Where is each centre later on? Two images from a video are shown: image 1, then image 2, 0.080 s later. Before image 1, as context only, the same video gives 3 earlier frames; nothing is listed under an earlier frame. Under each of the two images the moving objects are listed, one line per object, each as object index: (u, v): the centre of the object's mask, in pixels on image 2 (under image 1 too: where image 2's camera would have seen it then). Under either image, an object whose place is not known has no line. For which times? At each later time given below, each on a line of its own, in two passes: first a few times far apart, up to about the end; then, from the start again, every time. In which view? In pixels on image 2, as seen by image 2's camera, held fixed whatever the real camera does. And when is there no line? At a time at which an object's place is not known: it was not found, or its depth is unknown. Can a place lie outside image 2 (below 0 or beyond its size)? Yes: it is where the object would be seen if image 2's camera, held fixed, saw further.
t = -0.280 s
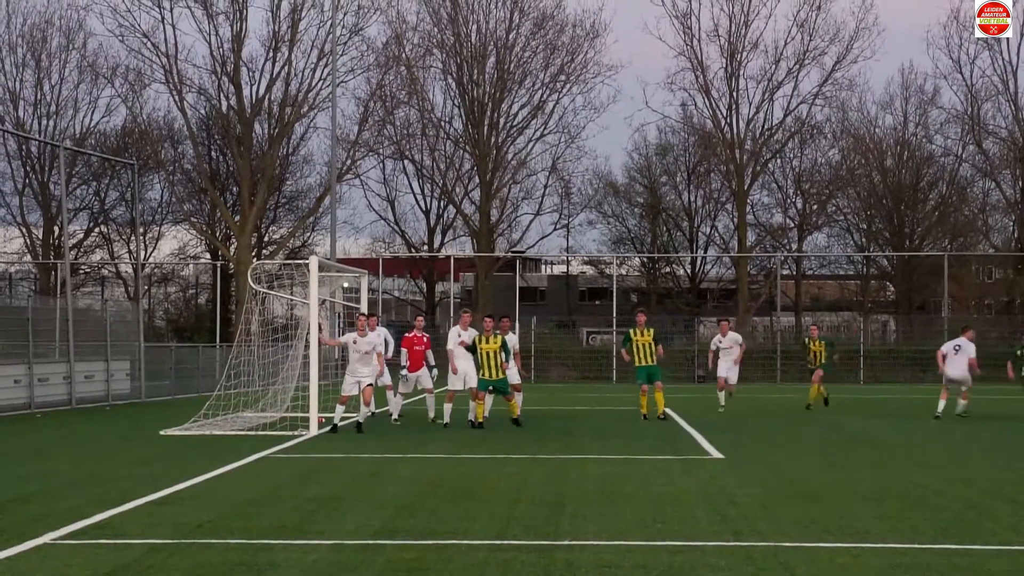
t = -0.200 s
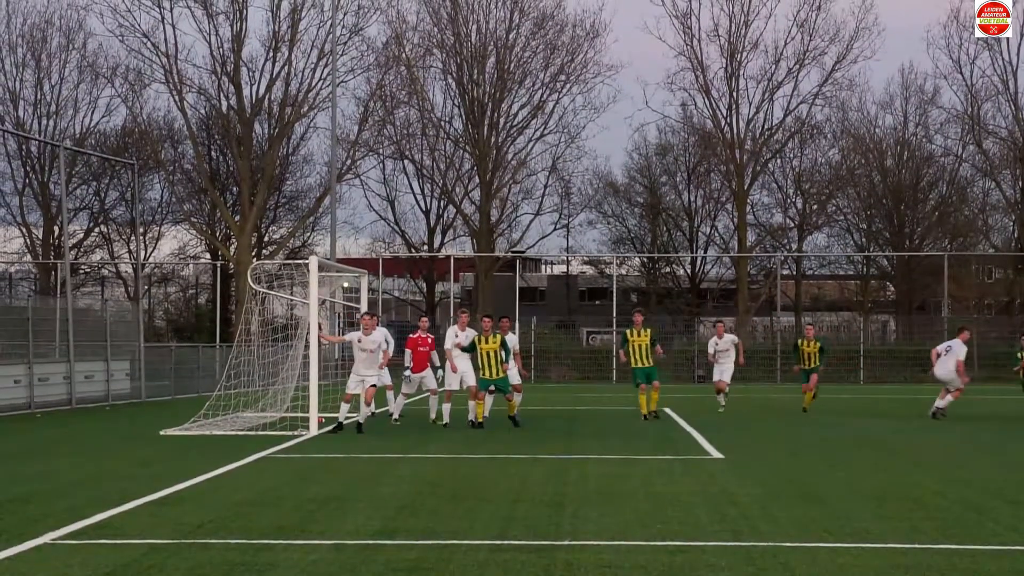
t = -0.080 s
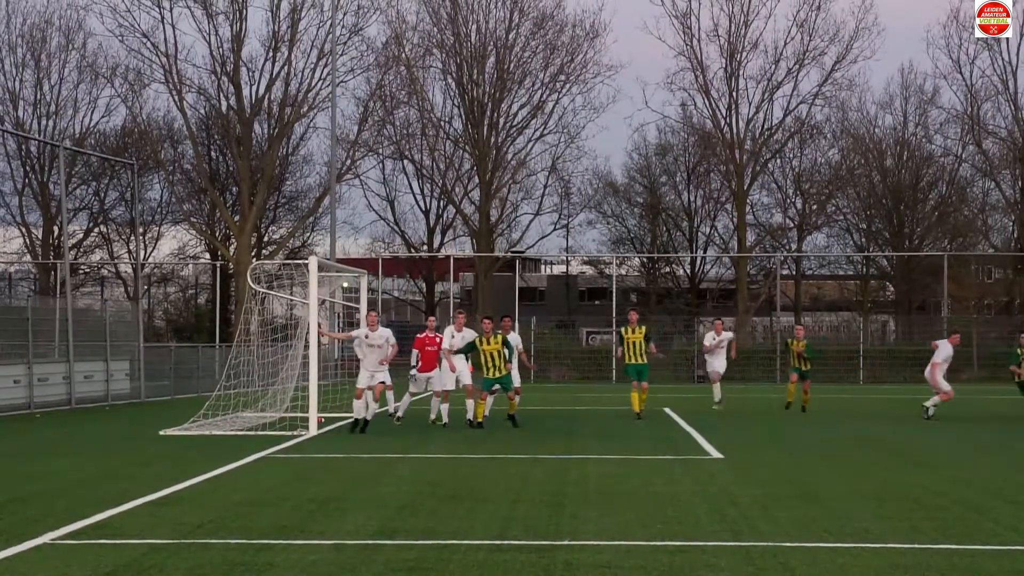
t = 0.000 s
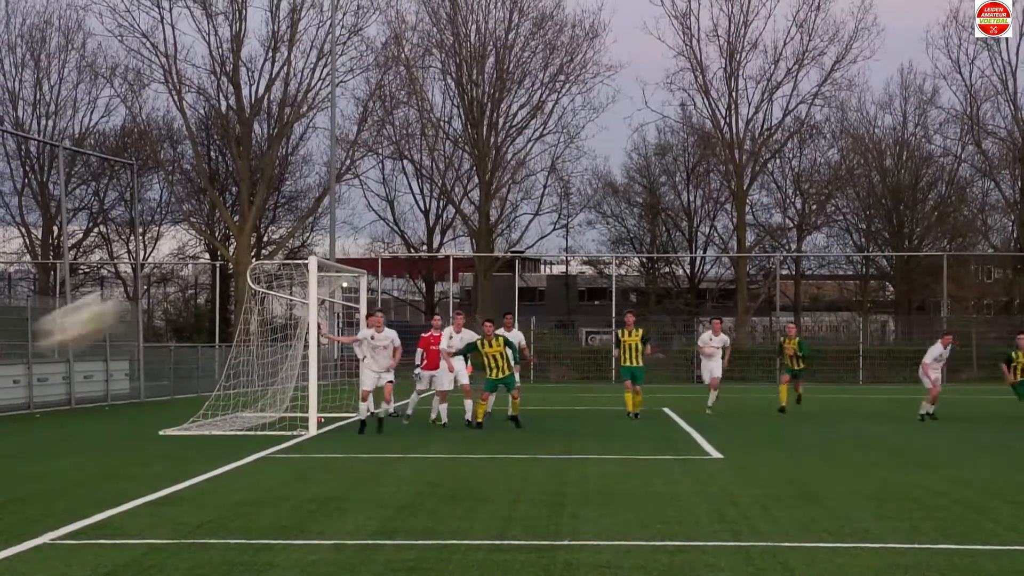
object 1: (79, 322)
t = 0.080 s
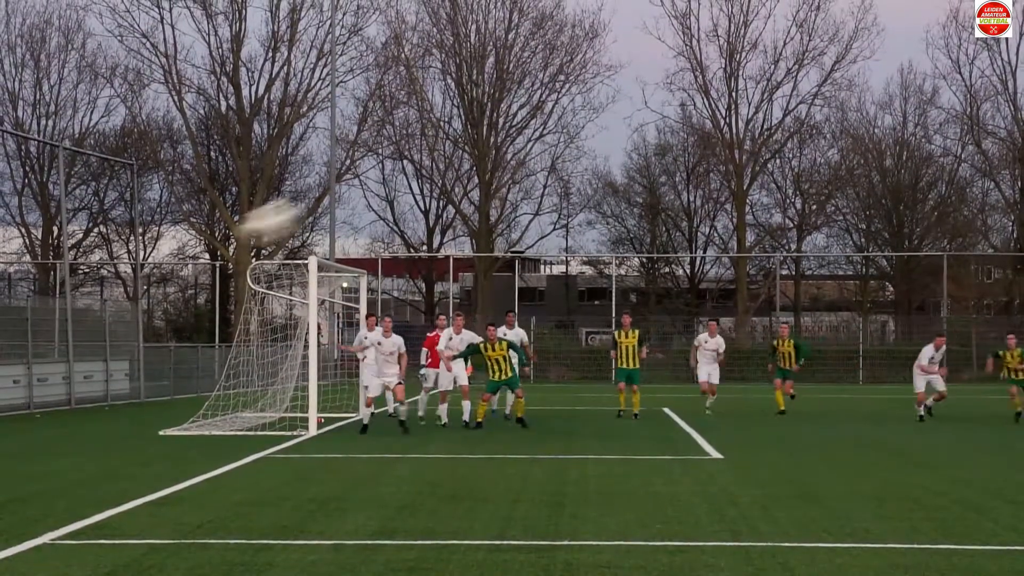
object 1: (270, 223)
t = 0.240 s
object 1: (491, 108)
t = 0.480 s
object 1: (638, 49)
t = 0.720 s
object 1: (686, 51)
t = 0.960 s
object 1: (690, 91)
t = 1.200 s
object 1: (671, 152)
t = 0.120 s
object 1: (341, 186)
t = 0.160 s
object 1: (403, 154)
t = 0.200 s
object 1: (450, 126)
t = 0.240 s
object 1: (491, 108)
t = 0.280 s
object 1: (528, 91)
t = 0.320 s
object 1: (557, 79)
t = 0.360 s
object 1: (583, 67)
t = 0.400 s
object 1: (604, 60)
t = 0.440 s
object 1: (622, 54)
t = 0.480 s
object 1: (638, 49)
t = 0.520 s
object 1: (651, 45)
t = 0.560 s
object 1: (660, 45)
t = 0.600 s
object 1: (670, 45)
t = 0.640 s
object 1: (677, 46)
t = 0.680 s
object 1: (682, 48)
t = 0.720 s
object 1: (686, 51)
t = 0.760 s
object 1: (689, 55)
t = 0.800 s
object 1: (690, 59)
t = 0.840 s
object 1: (692, 67)
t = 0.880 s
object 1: (692, 74)
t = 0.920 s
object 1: (692, 82)
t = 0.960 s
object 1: (690, 91)
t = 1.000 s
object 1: (687, 100)
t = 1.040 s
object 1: (685, 110)
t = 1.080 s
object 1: (684, 118)
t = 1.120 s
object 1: (679, 129)
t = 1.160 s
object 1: (675, 141)
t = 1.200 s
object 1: (671, 152)
